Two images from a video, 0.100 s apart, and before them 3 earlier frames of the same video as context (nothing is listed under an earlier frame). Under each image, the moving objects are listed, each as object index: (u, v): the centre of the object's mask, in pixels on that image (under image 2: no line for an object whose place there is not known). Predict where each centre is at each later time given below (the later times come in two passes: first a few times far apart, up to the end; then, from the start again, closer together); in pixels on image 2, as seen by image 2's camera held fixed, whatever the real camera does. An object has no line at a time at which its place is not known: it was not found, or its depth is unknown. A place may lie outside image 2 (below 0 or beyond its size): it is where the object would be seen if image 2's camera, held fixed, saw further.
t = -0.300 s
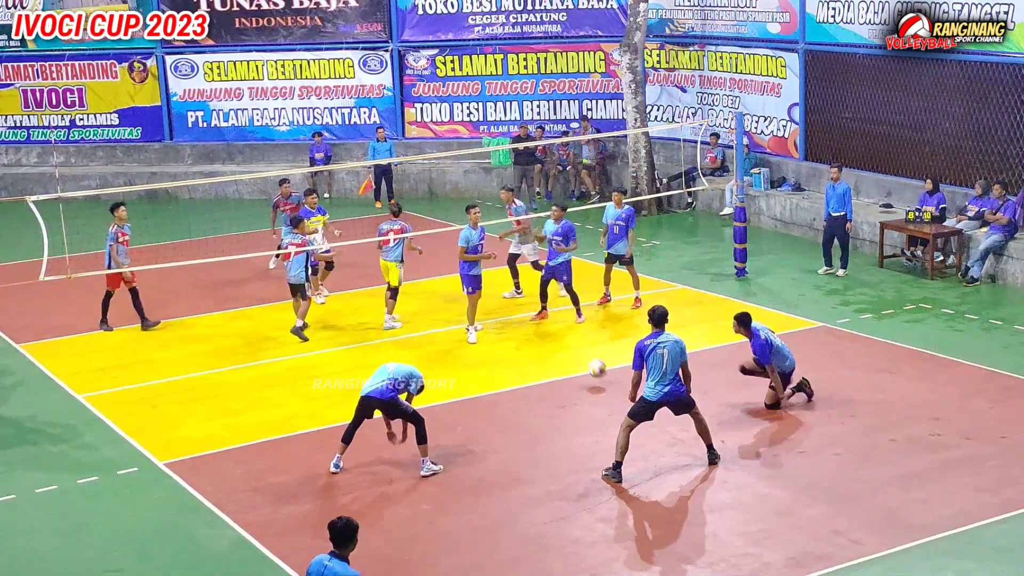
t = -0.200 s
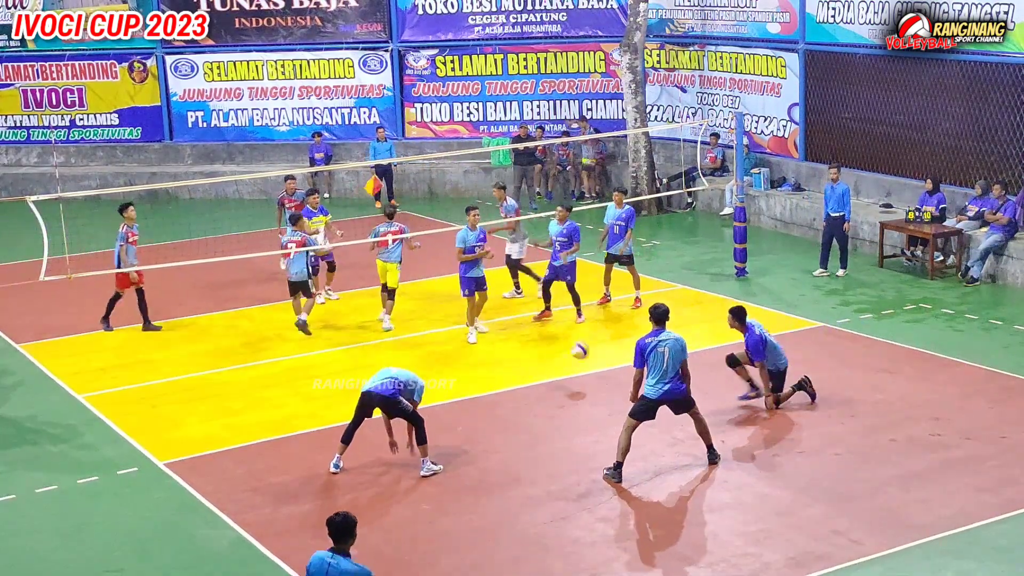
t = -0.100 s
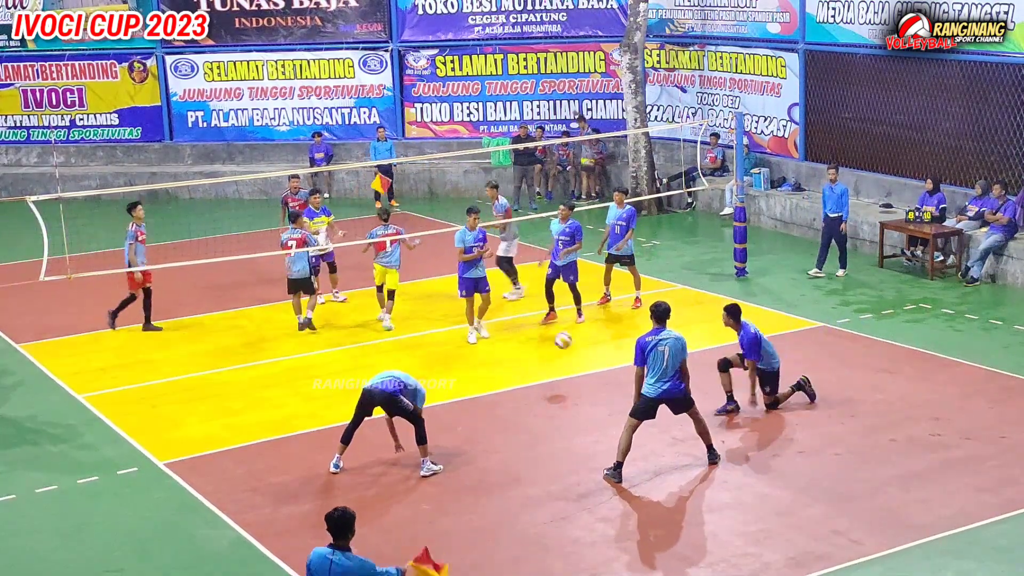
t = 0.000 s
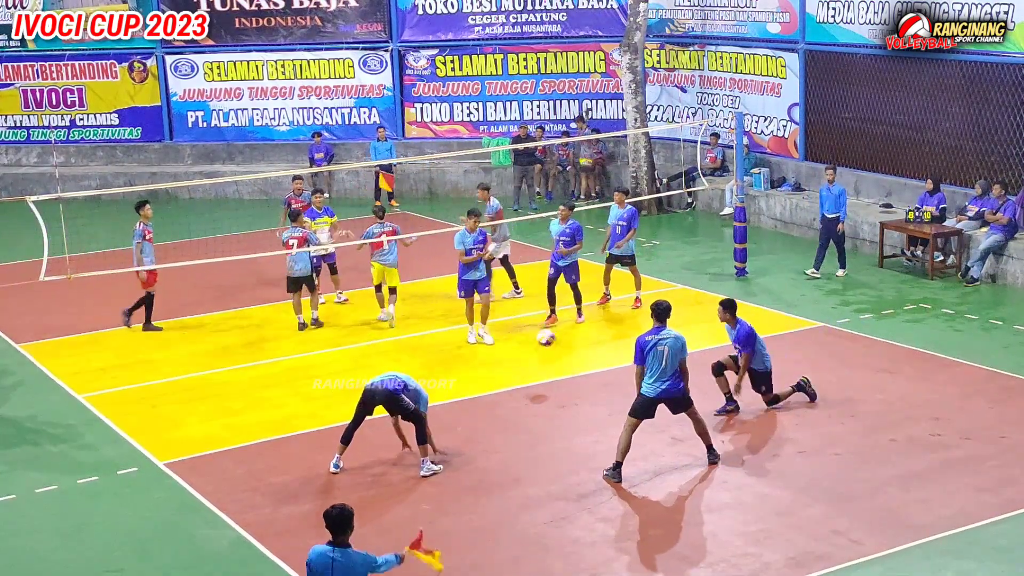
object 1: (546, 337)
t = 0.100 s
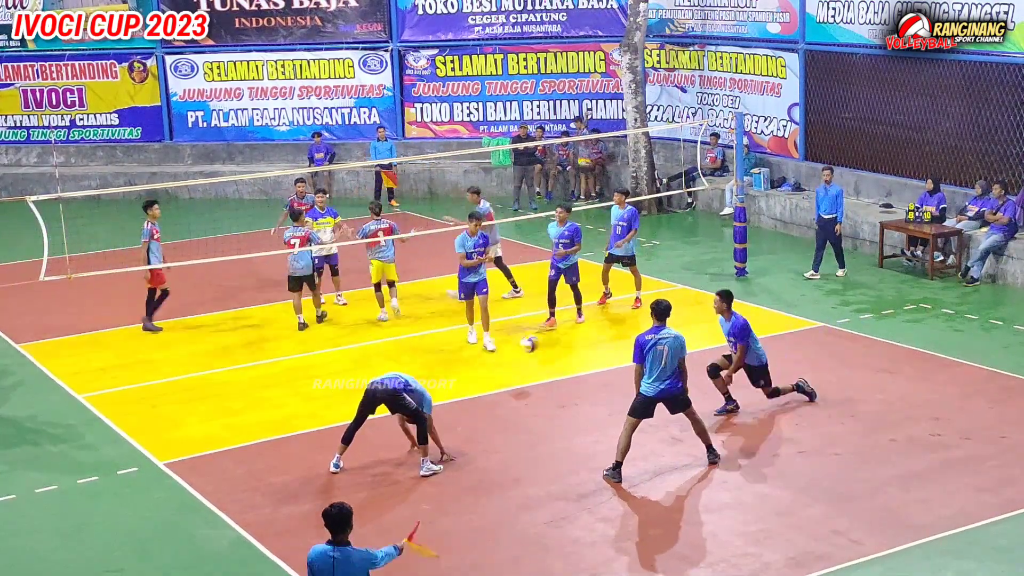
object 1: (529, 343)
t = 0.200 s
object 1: (514, 357)
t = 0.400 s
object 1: (481, 352)
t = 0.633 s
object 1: (442, 348)
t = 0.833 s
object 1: (410, 354)
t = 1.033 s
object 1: (378, 346)
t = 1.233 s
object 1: (349, 362)
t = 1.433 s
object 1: (318, 348)
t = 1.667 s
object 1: (285, 355)
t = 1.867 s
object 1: (257, 350)
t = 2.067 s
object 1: (229, 351)
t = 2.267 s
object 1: (203, 356)
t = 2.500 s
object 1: (173, 349)
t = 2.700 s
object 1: (146, 350)
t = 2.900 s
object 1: (121, 352)
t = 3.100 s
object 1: (94, 352)
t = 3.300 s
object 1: (70, 353)
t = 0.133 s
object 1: (525, 346)
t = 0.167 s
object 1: (519, 352)
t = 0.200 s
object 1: (514, 357)
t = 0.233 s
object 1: (509, 363)
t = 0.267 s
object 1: (504, 370)
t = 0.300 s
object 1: (497, 366)
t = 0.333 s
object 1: (490, 360)
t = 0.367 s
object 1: (486, 355)
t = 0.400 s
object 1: (481, 352)
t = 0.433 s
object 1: (475, 349)
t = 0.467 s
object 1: (469, 346)
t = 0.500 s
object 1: (464, 344)
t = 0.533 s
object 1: (458, 345)
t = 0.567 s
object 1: (453, 345)
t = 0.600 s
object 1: (447, 346)
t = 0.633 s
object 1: (442, 348)
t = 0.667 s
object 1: (437, 350)
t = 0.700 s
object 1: (432, 354)
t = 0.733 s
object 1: (427, 355)
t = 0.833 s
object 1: (410, 354)
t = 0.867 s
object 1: (405, 353)
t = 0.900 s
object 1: (400, 351)
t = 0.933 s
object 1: (394, 348)
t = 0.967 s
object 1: (389, 347)
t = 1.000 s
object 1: (383, 346)
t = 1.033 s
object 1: (378, 346)
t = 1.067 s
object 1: (374, 348)
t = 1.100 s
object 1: (368, 350)
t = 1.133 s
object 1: (363, 353)
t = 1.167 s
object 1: (359, 357)
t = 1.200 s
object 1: (354, 363)
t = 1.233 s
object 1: (349, 362)
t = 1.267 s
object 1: (343, 357)
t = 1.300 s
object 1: (338, 353)
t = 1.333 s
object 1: (332, 350)
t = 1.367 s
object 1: (327, 349)
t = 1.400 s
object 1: (323, 348)
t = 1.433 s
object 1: (318, 348)
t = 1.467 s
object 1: (314, 348)
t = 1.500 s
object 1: (308, 350)
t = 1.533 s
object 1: (304, 353)
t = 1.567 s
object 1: (299, 356)
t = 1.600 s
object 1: (295, 359)
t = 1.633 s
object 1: (290, 359)
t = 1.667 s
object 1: (285, 355)
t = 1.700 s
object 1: (279, 352)
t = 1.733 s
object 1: (275, 350)
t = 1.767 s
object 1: (271, 349)
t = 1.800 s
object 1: (266, 348)
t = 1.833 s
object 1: (261, 348)
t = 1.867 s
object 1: (257, 350)
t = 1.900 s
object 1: (252, 352)
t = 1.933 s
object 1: (248, 355)
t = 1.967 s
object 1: (244, 358)
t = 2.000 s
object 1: (238, 356)
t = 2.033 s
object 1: (233, 353)
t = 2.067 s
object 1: (229, 351)
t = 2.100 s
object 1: (225, 349)
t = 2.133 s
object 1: (220, 349)
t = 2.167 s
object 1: (216, 349)
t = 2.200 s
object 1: (211, 349)
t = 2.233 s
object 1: (207, 352)
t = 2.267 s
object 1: (203, 356)
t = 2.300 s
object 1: (198, 357)
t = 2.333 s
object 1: (194, 353)
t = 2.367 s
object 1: (189, 351)
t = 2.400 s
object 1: (184, 349)
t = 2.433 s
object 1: (180, 349)
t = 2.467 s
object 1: (176, 348)
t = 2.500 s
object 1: (173, 349)
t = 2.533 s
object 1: (168, 350)
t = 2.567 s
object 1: (164, 354)
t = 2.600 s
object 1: (160, 357)
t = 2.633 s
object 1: (156, 354)
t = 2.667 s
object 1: (151, 351)
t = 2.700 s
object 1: (146, 350)
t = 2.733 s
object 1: (141, 349)
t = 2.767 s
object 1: (137, 350)
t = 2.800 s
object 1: (133, 352)
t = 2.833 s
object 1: (129, 355)
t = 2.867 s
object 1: (125, 354)
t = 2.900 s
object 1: (121, 352)
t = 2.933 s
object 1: (116, 351)
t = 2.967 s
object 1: (112, 351)
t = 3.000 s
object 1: (107, 352)
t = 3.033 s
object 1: (103, 352)
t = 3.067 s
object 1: (99, 354)
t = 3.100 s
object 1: (94, 352)
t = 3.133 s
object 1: (89, 351)
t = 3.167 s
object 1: (86, 350)
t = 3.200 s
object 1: (82, 351)
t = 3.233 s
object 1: (77, 353)
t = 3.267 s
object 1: (74, 353)
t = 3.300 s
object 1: (70, 353)
